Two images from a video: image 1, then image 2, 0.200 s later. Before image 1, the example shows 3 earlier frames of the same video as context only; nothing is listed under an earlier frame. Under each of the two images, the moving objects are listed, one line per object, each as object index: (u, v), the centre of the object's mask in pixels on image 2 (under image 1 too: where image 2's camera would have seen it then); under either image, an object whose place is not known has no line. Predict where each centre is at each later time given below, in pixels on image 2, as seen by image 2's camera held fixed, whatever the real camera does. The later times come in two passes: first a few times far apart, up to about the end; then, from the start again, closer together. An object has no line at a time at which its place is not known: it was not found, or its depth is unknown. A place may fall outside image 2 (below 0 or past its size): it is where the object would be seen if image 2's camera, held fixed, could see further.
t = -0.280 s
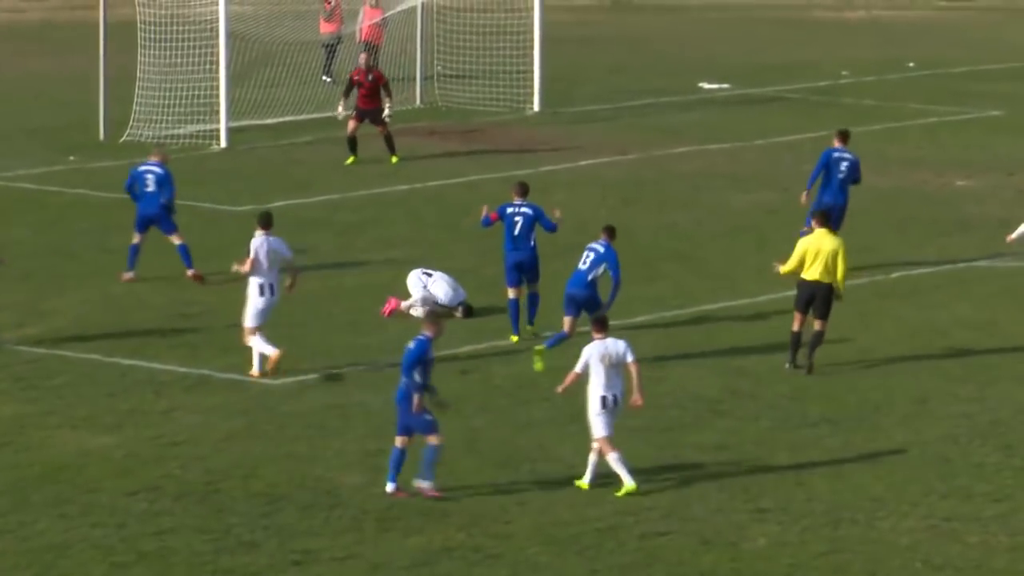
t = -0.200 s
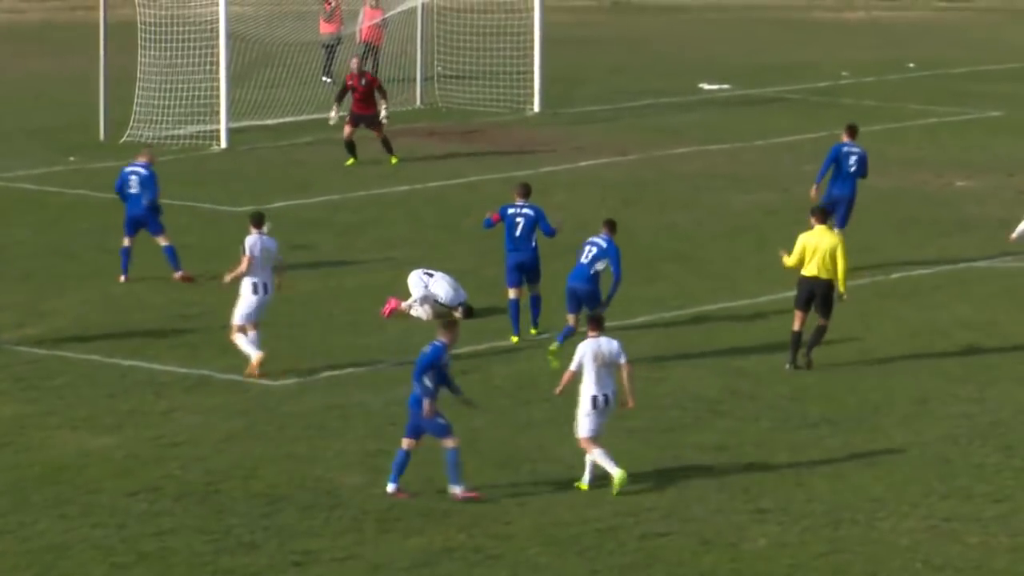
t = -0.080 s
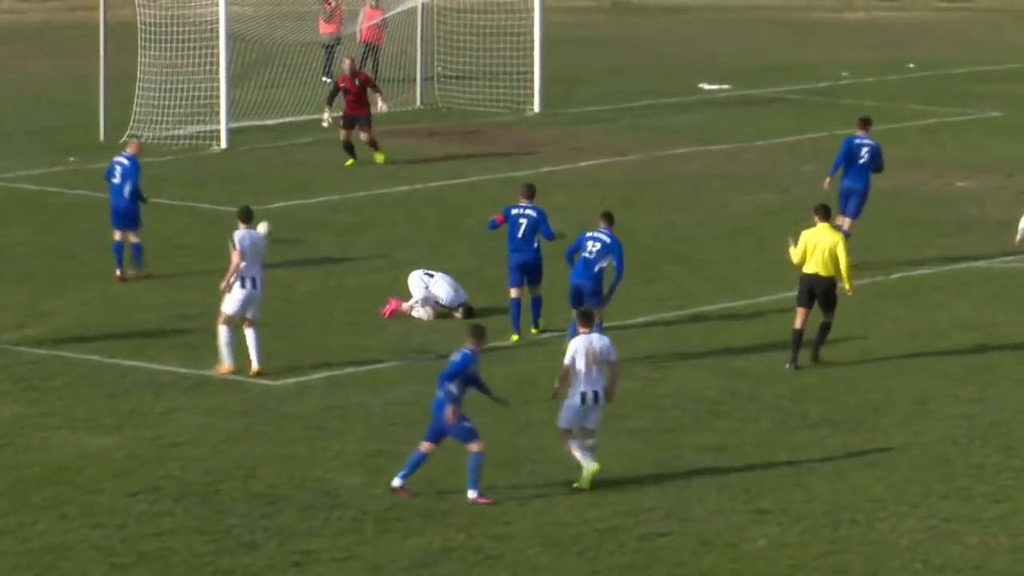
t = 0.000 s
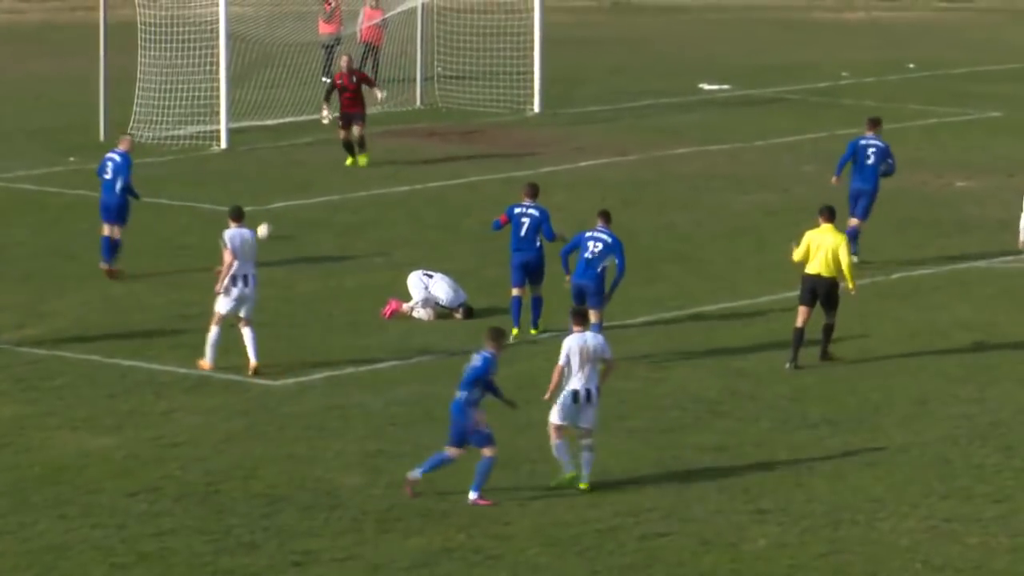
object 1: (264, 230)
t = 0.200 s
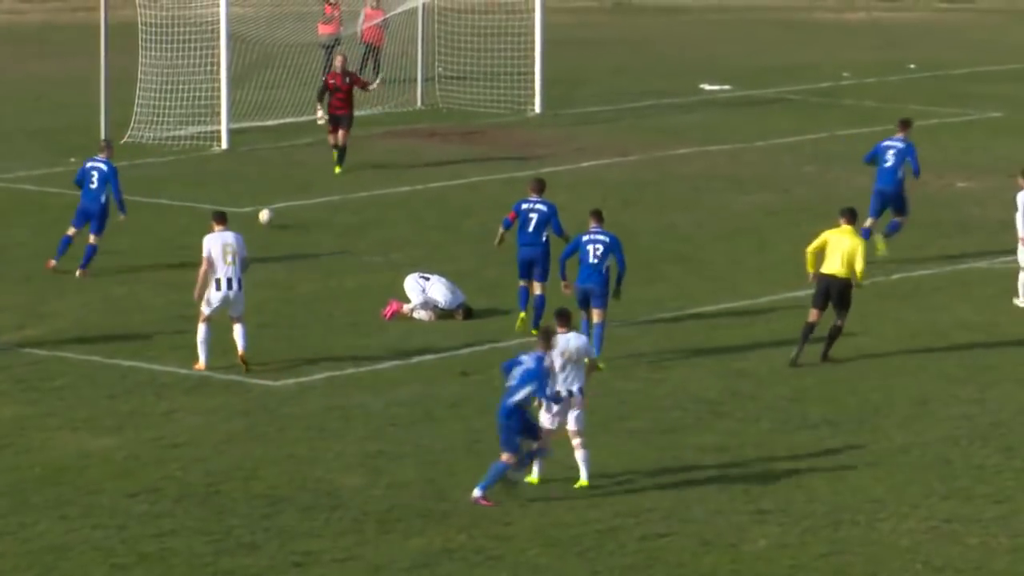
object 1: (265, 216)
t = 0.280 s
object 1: (265, 217)
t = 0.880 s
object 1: (260, 189)
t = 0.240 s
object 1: (265, 216)
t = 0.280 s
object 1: (265, 217)
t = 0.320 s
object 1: (264, 214)
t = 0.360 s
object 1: (264, 209)
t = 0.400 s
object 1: (264, 206)
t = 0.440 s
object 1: (262, 205)
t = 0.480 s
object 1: (261, 204)
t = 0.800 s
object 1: (258, 197)
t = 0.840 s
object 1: (259, 193)
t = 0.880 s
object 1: (260, 189)
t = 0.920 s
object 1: (259, 188)
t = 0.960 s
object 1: (259, 187)
